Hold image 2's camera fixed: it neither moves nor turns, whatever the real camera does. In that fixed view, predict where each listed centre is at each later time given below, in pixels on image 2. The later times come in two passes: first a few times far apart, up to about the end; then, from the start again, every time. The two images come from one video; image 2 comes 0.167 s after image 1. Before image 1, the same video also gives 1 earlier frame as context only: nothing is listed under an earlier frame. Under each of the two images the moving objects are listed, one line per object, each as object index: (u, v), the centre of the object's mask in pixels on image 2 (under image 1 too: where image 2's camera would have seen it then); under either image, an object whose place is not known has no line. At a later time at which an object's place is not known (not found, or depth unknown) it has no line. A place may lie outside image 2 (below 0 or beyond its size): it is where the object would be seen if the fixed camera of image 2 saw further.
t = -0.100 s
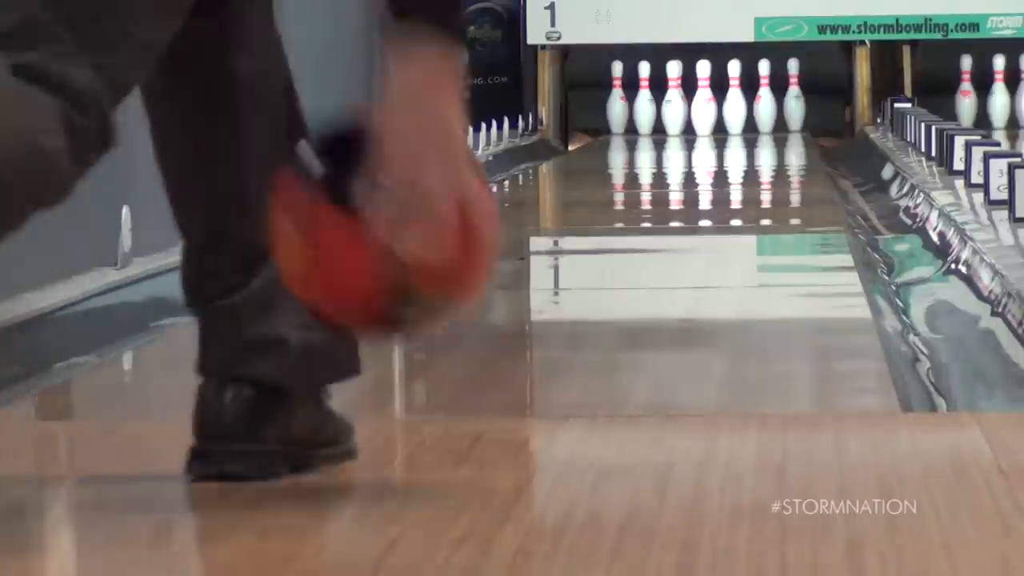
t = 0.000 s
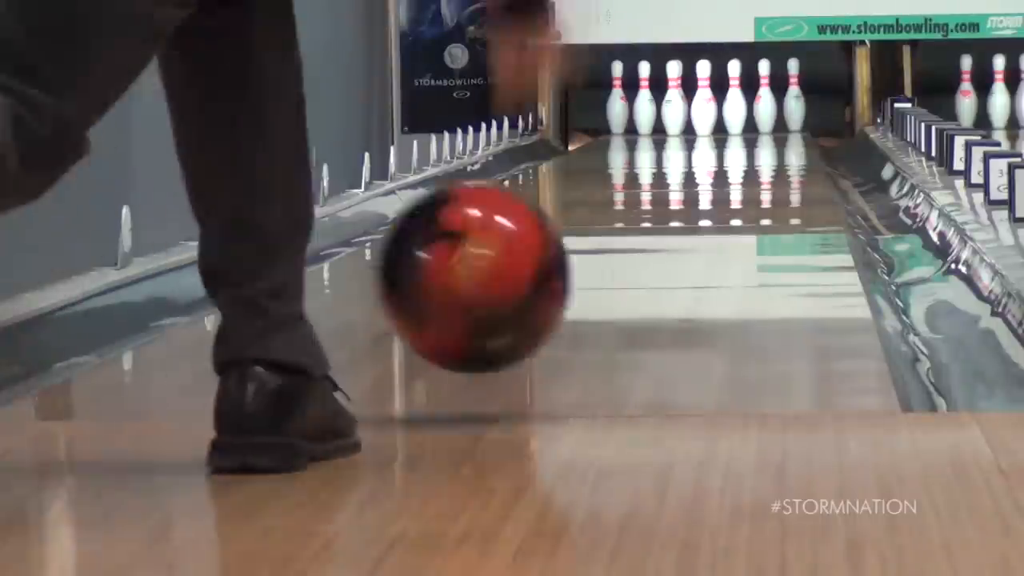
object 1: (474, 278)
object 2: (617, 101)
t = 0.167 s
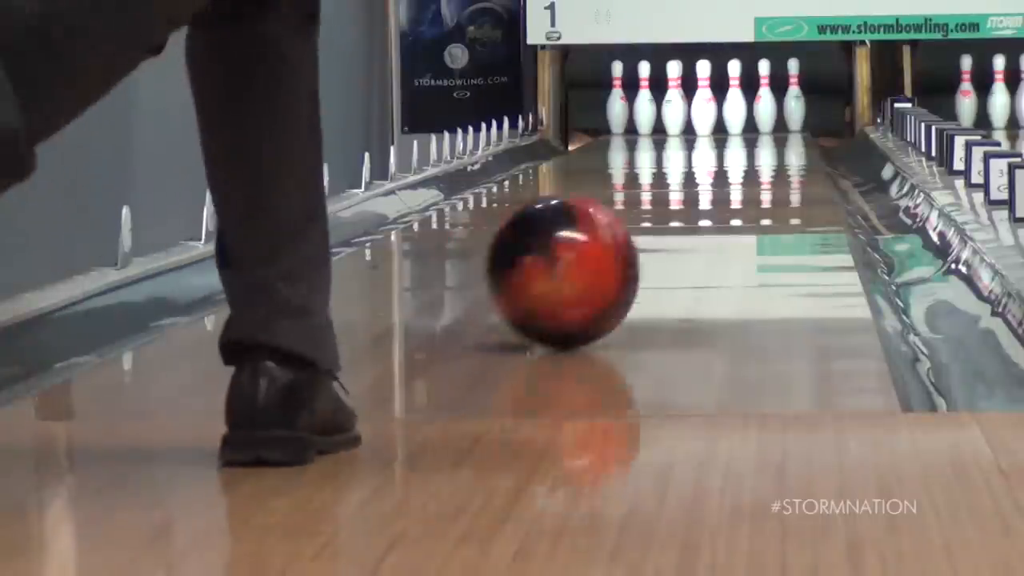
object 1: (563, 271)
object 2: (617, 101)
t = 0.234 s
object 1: (587, 254)
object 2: (617, 101)
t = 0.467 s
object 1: (651, 215)
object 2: (617, 101)
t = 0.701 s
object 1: (690, 186)
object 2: (617, 101)
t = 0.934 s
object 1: (716, 166)
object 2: (617, 101)
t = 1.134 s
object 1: (733, 154)
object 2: (617, 100)
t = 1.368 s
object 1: (745, 143)
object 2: (617, 101)
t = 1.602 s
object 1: (754, 134)
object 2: (617, 101)
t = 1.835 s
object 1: (758, 125)
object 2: (617, 101)
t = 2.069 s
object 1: (755, 120)
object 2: (617, 101)
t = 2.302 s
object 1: (749, 115)
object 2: (617, 101)
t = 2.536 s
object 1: (742, 113)
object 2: (576, 101)
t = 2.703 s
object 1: (737, 117)
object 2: (594, 127)
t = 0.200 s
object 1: (576, 262)
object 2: (617, 101)
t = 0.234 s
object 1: (587, 254)
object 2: (617, 101)
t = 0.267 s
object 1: (598, 247)
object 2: (617, 101)
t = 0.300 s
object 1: (608, 242)
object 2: (617, 101)
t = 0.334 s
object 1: (618, 235)
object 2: (617, 101)
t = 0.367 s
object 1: (627, 229)
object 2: (617, 101)
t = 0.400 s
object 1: (636, 224)
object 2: (617, 101)
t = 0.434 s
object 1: (643, 219)
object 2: (617, 101)
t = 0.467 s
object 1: (651, 215)
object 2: (617, 101)
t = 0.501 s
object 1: (657, 210)
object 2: (617, 101)
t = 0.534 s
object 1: (664, 205)
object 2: (617, 101)
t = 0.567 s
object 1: (669, 201)
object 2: (617, 101)
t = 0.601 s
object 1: (675, 197)
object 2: (617, 101)
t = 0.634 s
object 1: (680, 193)
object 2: (617, 101)
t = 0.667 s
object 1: (685, 189)
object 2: (617, 101)
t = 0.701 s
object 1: (690, 186)
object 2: (617, 101)
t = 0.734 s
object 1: (694, 182)
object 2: (617, 101)
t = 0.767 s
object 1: (698, 179)
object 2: (617, 101)
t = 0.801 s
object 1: (702, 177)
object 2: (617, 101)
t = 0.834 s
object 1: (706, 175)
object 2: (617, 101)
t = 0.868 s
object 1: (709, 172)
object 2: (617, 101)
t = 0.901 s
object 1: (713, 169)
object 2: (617, 101)
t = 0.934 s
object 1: (716, 166)
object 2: (617, 101)
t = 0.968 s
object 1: (719, 164)
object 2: (617, 101)
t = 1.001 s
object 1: (722, 162)
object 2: (617, 101)
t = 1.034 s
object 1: (725, 161)
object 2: (617, 100)
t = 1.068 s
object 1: (727, 159)
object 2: (617, 100)
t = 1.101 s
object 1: (730, 156)
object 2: (617, 100)
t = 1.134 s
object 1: (733, 154)
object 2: (617, 100)
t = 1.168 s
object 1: (735, 152)
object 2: (617, 100)
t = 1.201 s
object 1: (737, 151)
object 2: (617, 101)
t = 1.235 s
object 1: (739, 149)
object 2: (617, 101)
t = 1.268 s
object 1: (741, 148)
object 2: (617, 101)
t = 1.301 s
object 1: (742, 146)
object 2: (617, 101)
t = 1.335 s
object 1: (744, 144)
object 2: (617, 101)
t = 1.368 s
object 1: (745, 143)
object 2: (617, 101)
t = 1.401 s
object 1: (747, 141)
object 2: (617, 101)
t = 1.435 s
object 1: (748, 140)
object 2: (617, 101)
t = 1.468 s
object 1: (751, 138)
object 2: (617, 101)
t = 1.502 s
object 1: (751, 137)
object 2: (617, 101)
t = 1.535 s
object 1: (753, 136)
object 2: (617, 101)
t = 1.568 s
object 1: (753, 135)
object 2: (617, 101)
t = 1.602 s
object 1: (754, 134)
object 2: (617, 101)
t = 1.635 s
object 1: (755, 133)
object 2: (617, 101)
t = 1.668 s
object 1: (756, 131)
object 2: (617, 101)
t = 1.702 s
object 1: (757, 130)
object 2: (617, 101)
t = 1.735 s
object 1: (757, 129)
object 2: (617, 101)
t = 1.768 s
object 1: (757, 127)
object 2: (617, 101)
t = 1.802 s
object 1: (757, 126)
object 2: (617, 101)
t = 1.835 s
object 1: (758, 125)
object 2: (617, 101)
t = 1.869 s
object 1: (758, 124)
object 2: (617, 101)
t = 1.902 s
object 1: (758, 123)
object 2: (617, 101)
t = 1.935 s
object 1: (758, 122)
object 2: (617, 101)
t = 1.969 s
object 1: (758, 122)
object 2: (617, 101)
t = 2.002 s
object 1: (757, 122)
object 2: (617, 101)
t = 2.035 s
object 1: (757, 121)
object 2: (617, 101)
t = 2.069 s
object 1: (755, 120)
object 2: (617, 101)
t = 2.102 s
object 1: (755, 119)
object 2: (617, 101)
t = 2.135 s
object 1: (754, 118)
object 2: (617, 101)
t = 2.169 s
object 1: (753, 118)
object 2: (617, 101)
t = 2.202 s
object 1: (753, 117)
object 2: (617, 101)
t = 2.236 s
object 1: (751, 116)
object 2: (617, 101)
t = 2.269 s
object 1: (750, 116)
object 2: (617, 101)
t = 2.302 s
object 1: (749, 115)
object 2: (617, 101)
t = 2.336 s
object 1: (747, 115)
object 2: (617, 101)
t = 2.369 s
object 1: (746, 114)
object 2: (617, 101)
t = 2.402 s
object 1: (746, 113)
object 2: (617, 101)
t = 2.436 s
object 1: (748, 113)
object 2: (617, 101)
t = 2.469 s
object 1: (746, 112)
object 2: (617, 100)
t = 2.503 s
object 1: (744, 112)
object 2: (597, 100)
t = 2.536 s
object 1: (742, 113)
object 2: (576, 101)
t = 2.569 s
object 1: (742, 110)
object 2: (571, 103)
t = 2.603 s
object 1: (742, 109)
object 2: (577, 106)
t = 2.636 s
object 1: (738, 112)
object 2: (583, 111)
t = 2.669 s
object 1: (737, 114)
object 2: (588, 120)
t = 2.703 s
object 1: (737, 117)
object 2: (594, 127)
